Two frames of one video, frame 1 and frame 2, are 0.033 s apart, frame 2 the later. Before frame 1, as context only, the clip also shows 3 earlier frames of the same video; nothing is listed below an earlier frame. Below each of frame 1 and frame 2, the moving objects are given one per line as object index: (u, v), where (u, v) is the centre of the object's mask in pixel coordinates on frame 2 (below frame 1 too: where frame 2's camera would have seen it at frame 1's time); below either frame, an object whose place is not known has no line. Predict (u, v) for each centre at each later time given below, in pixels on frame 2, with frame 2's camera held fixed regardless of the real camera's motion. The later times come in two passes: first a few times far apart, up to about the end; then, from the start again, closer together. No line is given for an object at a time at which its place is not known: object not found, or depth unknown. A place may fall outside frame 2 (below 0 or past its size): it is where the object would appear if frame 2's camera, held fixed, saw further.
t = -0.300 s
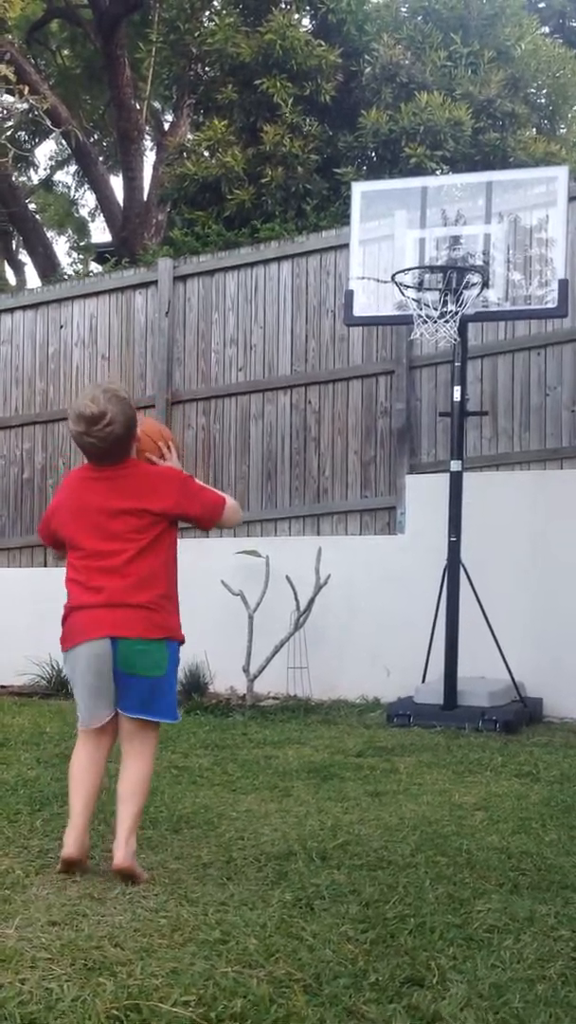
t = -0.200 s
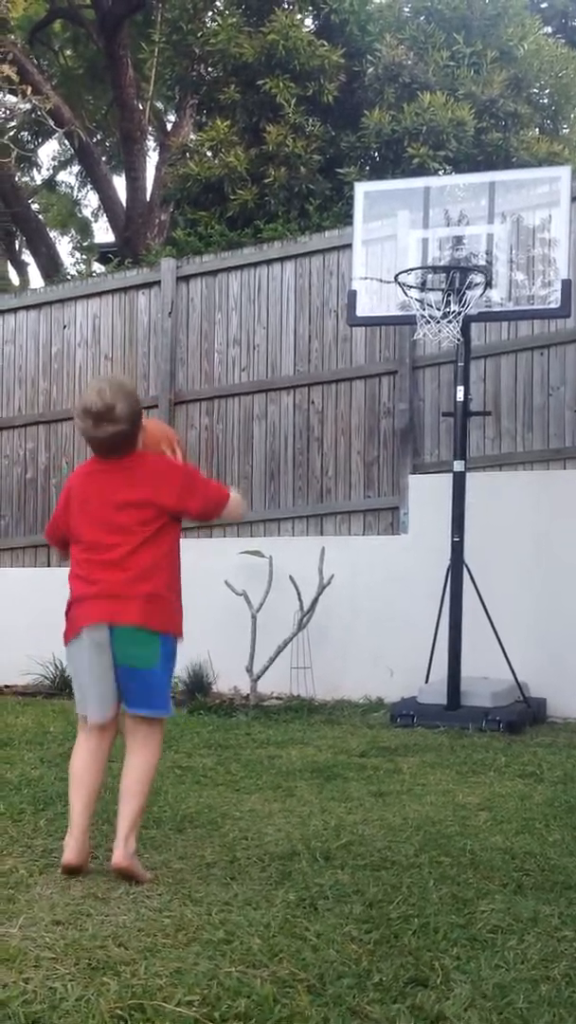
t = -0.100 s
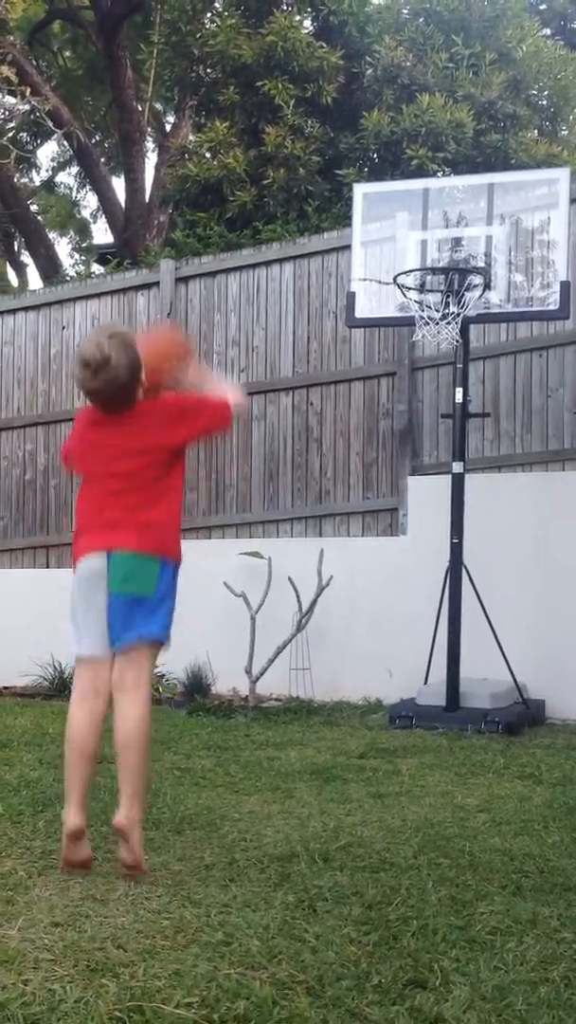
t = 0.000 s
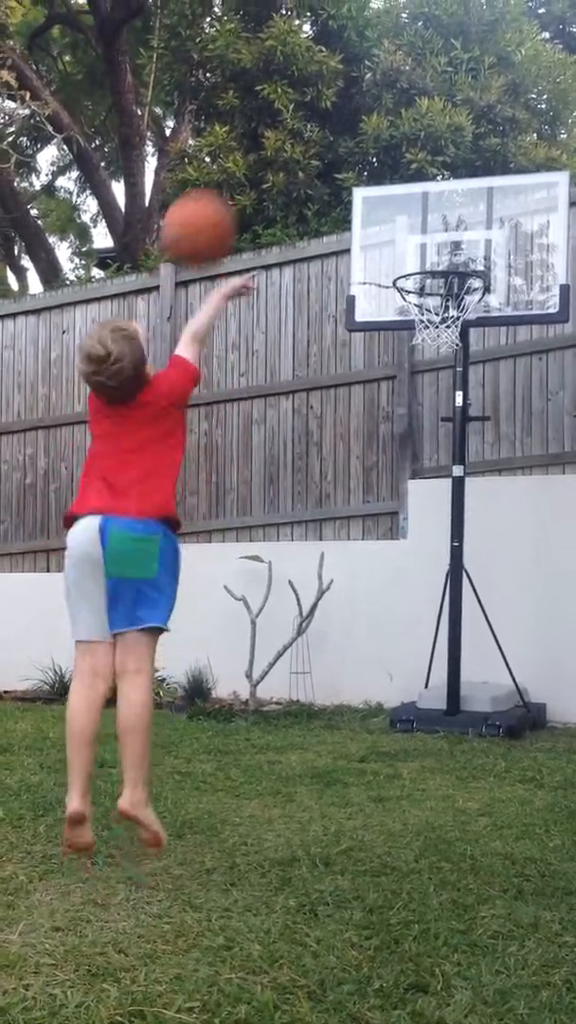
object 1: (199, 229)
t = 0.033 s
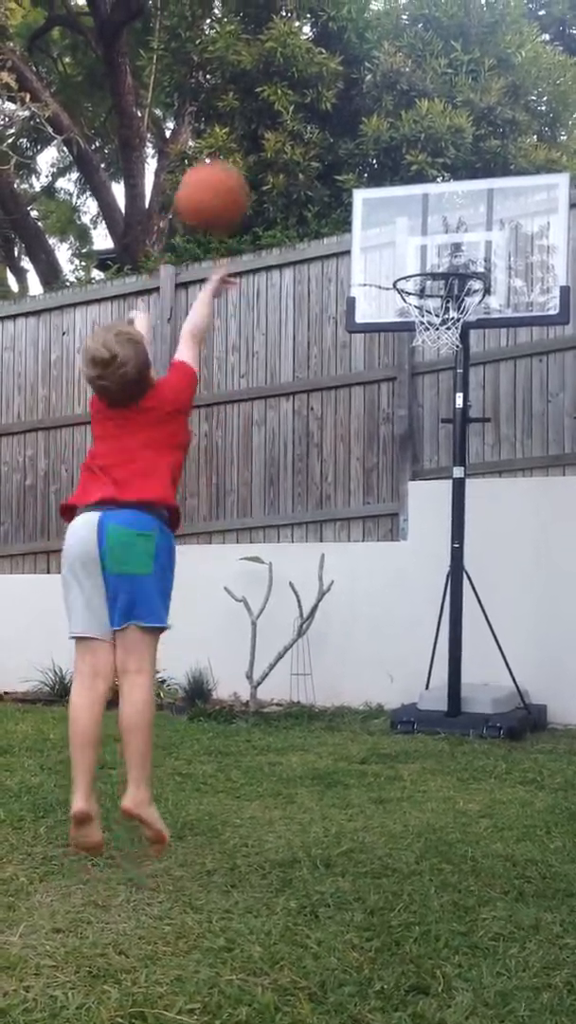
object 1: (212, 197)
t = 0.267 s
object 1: (288, 89)
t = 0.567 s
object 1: (349, 163)
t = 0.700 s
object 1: (371, 246)
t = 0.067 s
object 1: (224, 168)
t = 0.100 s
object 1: (238, 144)
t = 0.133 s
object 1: (247, 125)
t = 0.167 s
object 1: (260, 112)
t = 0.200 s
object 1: (269, 101)
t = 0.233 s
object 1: (278, 95)
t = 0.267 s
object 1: (288, 89)
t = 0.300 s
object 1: (297, 88)
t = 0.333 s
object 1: (304, 90)
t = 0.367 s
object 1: (312, 93)
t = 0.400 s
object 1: (319, 99)
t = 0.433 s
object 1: (325, 108)
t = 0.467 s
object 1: (332, 118)
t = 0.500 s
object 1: (338, 130)
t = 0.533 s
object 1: (344, 146)
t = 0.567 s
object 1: (349, 163)
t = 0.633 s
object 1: (359, 200)
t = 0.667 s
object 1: (365, 223)
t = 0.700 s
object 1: (371, 246)
